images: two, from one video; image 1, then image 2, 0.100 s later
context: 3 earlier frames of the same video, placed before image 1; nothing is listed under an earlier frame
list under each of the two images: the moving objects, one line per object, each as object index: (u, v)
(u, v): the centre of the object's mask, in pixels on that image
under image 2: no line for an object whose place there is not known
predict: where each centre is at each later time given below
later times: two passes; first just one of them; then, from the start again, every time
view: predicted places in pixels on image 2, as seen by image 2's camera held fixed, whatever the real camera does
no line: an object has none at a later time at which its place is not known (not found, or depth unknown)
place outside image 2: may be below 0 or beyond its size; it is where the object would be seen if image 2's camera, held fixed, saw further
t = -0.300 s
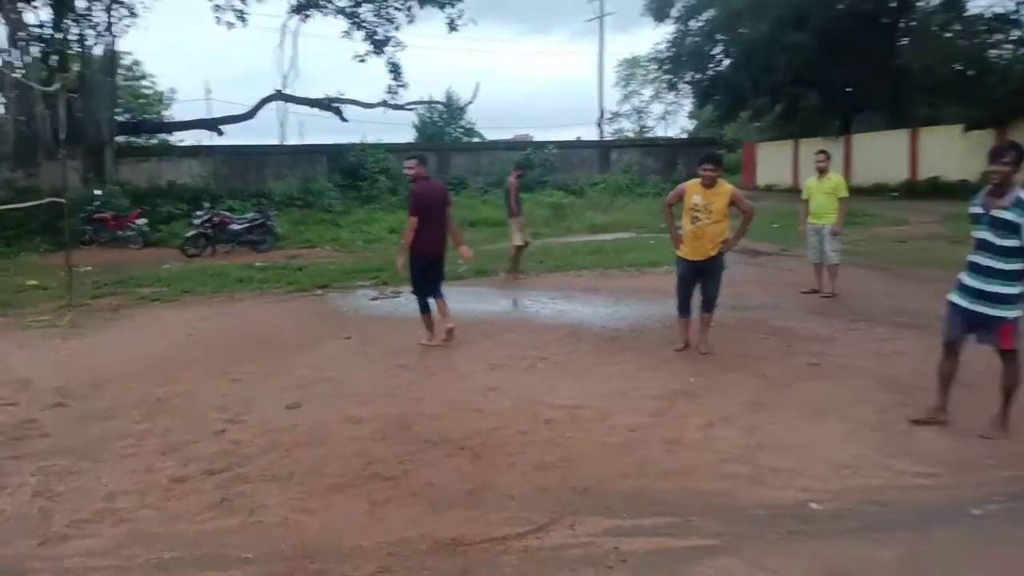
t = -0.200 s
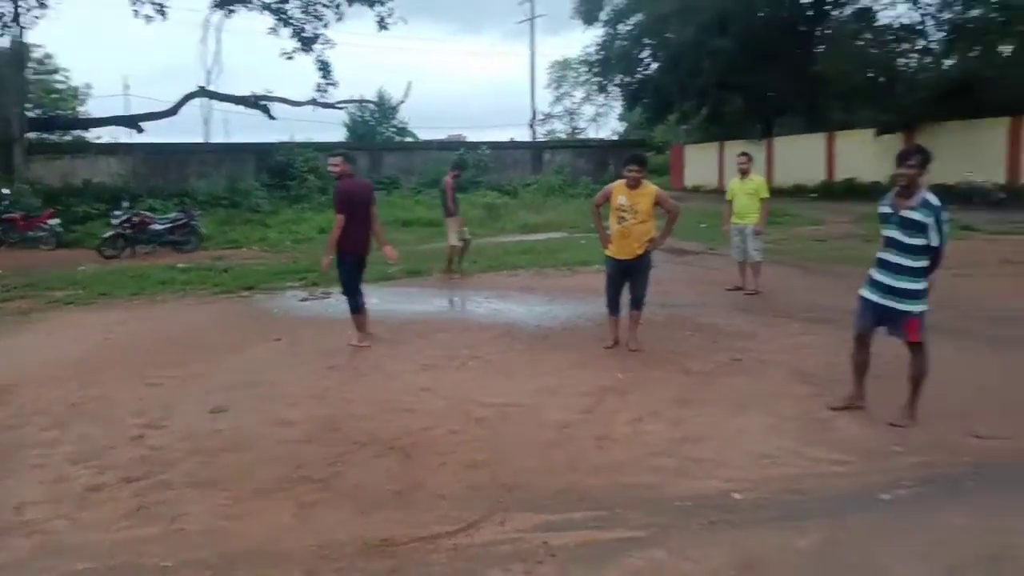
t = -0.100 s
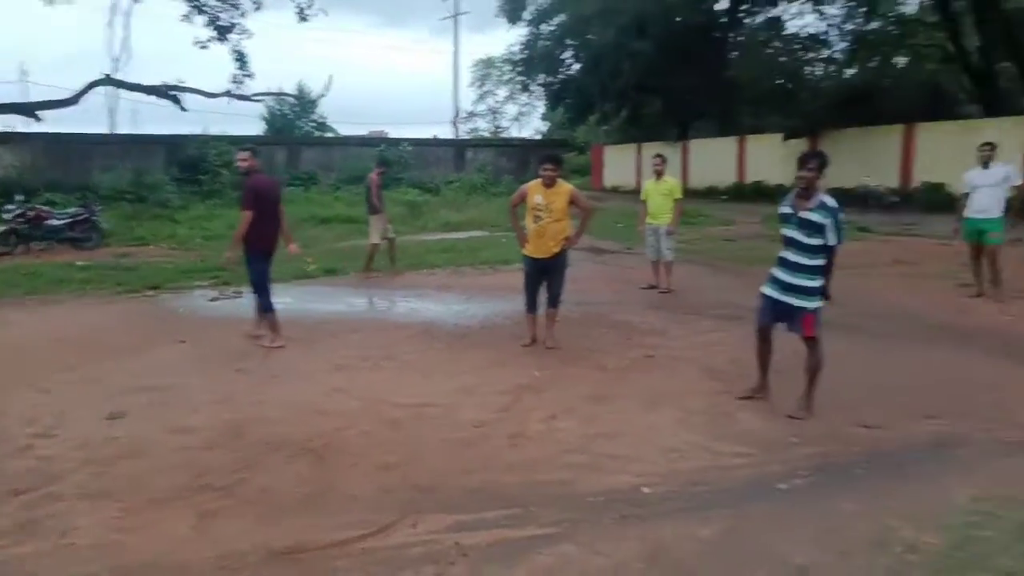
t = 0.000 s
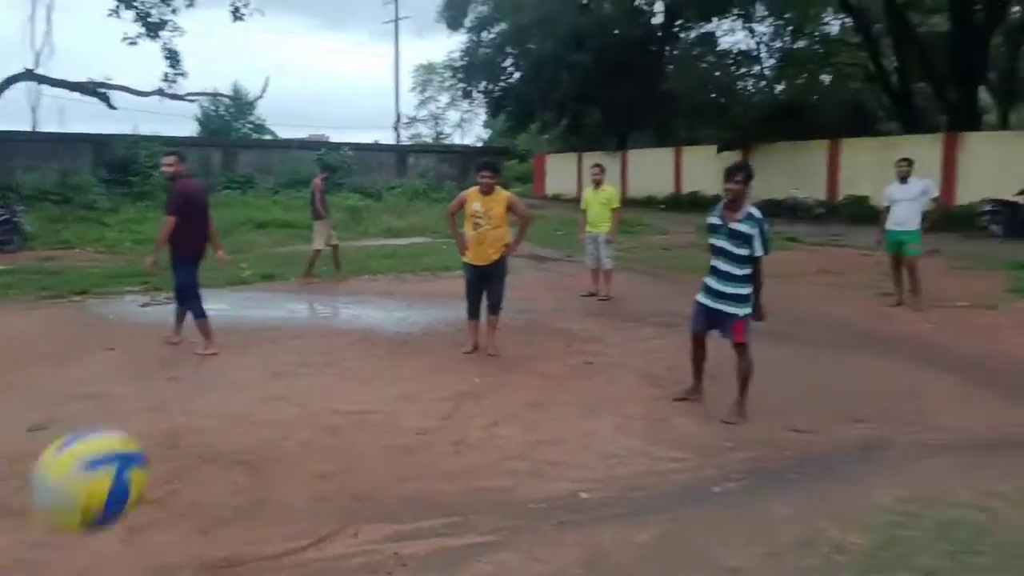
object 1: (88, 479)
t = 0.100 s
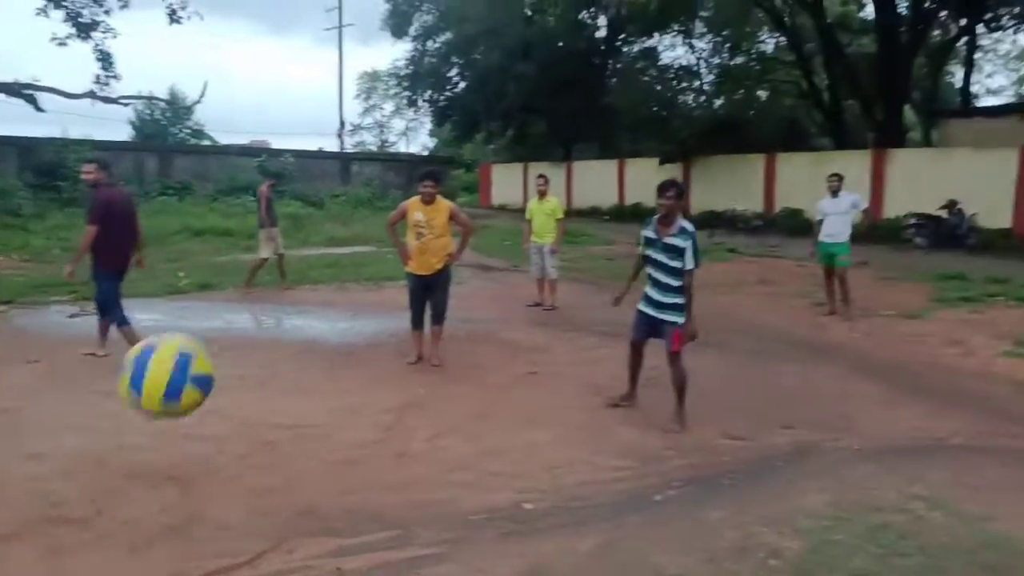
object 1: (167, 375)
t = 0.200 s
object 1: (271, 323)
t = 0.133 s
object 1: (204, 353)
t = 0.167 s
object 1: (240, 335)
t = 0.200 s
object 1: (271, 323)
